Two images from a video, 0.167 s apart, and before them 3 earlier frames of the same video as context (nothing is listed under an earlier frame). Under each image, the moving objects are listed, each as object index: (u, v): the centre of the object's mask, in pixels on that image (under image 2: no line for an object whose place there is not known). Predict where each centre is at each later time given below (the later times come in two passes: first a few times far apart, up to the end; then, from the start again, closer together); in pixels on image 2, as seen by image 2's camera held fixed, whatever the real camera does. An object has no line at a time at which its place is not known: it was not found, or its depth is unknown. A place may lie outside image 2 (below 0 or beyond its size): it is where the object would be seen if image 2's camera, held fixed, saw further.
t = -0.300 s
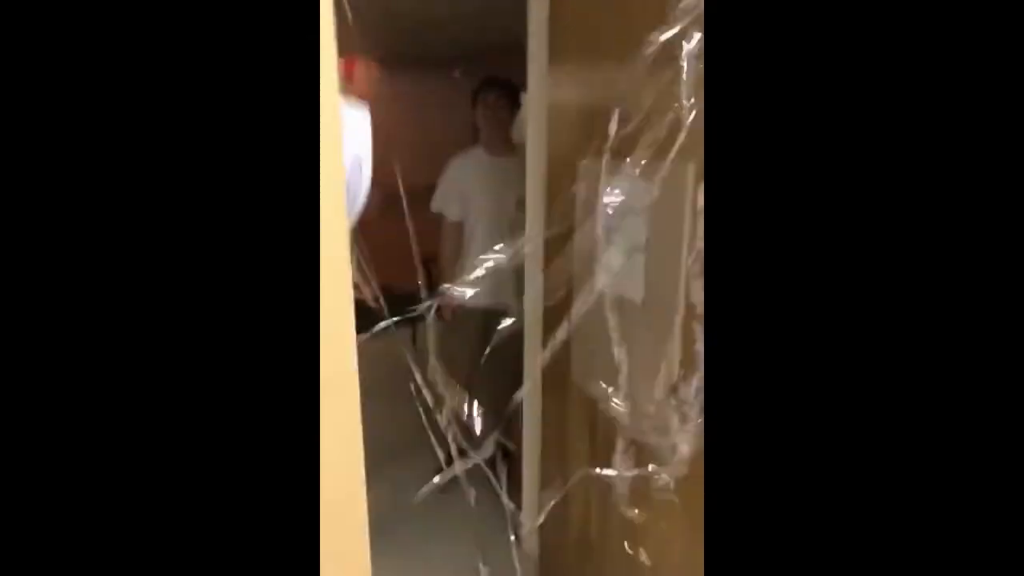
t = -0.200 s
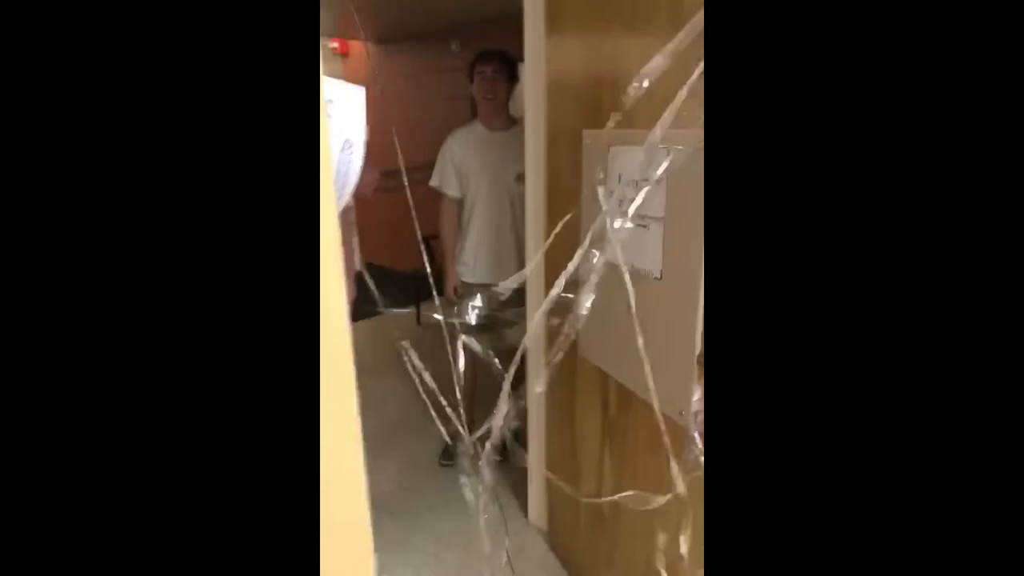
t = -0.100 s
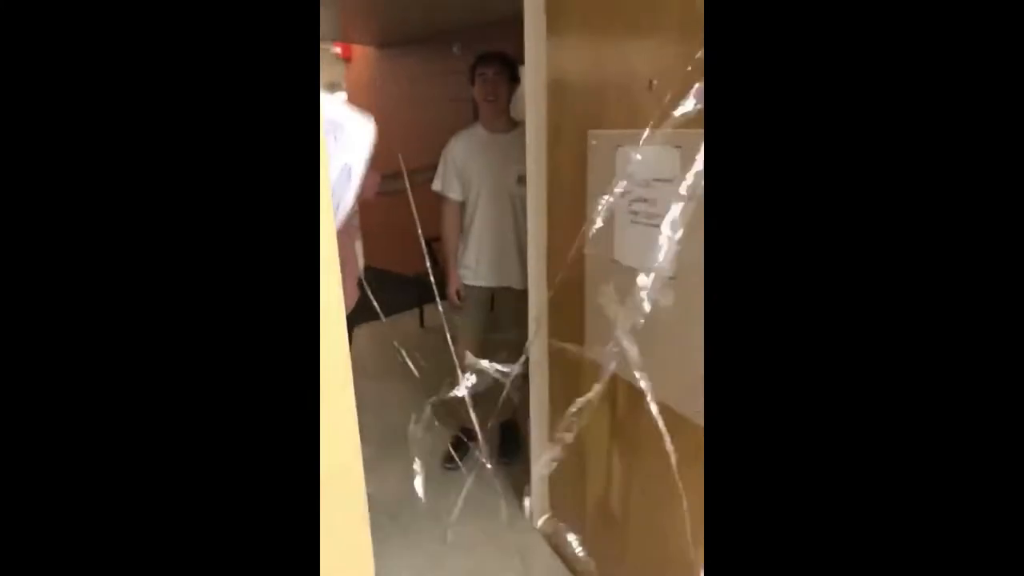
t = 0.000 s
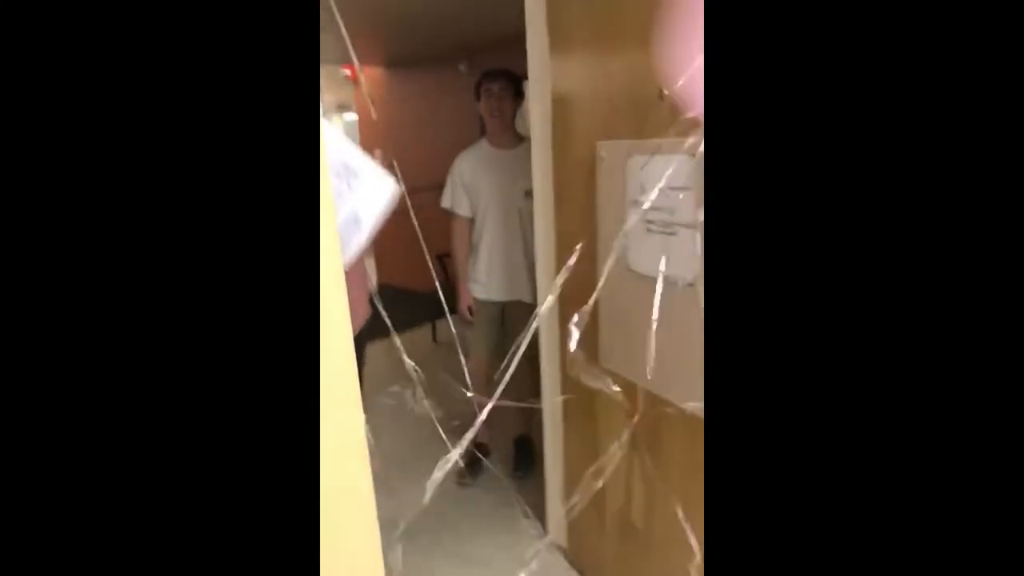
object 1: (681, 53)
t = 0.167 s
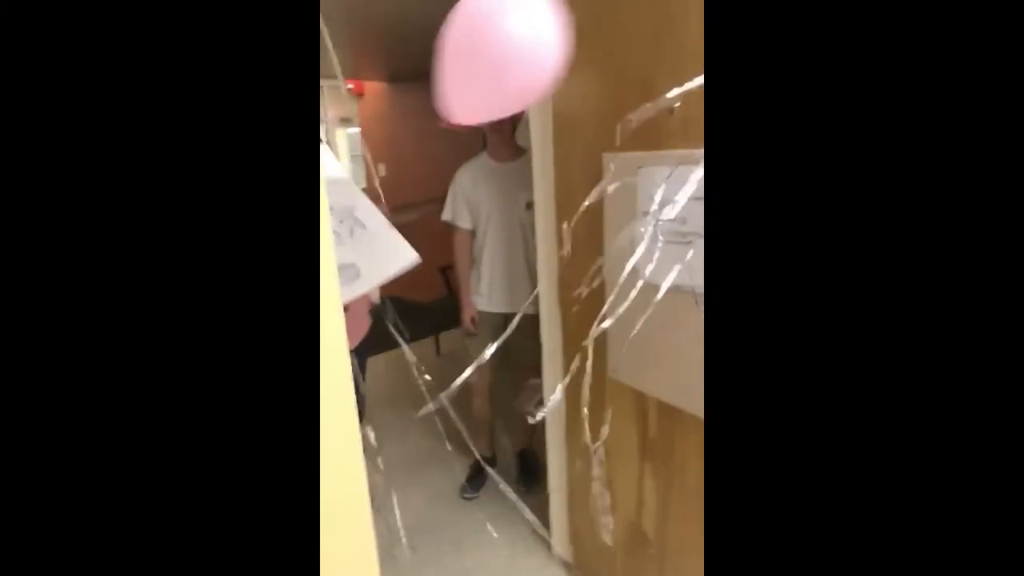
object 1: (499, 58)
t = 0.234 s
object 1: (470, 73)
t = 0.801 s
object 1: (489, 287)
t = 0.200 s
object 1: (484, 62)
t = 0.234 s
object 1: (470, 73)
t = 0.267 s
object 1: (462, 86)
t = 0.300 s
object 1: (456, 100)
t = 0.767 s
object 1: (486, 276)
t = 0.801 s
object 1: (489, 287)
